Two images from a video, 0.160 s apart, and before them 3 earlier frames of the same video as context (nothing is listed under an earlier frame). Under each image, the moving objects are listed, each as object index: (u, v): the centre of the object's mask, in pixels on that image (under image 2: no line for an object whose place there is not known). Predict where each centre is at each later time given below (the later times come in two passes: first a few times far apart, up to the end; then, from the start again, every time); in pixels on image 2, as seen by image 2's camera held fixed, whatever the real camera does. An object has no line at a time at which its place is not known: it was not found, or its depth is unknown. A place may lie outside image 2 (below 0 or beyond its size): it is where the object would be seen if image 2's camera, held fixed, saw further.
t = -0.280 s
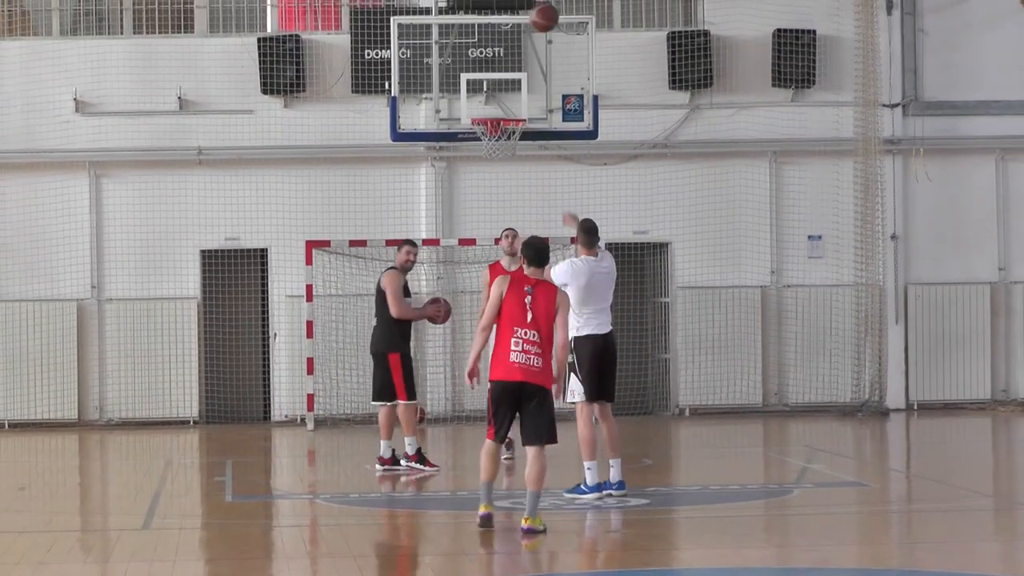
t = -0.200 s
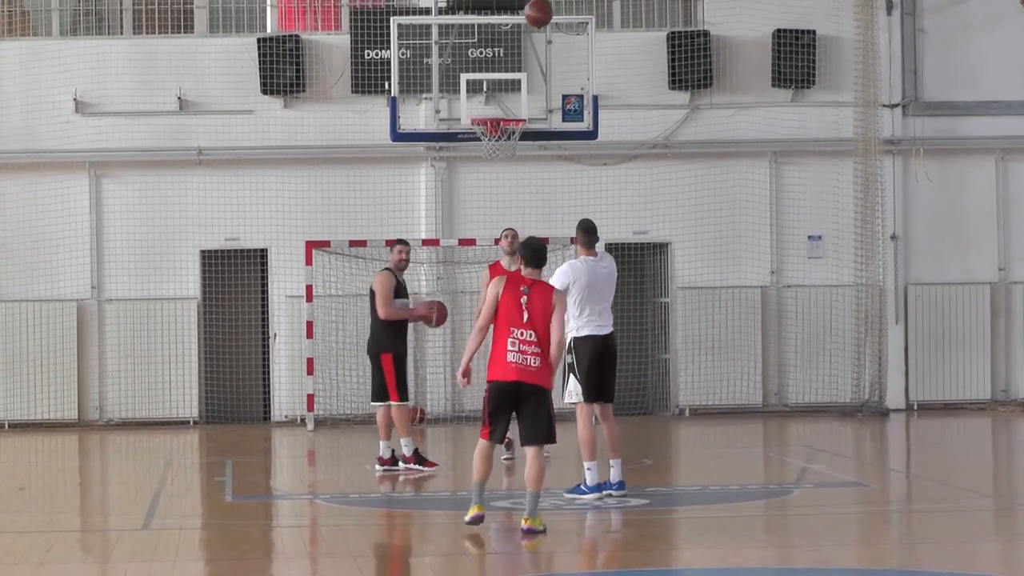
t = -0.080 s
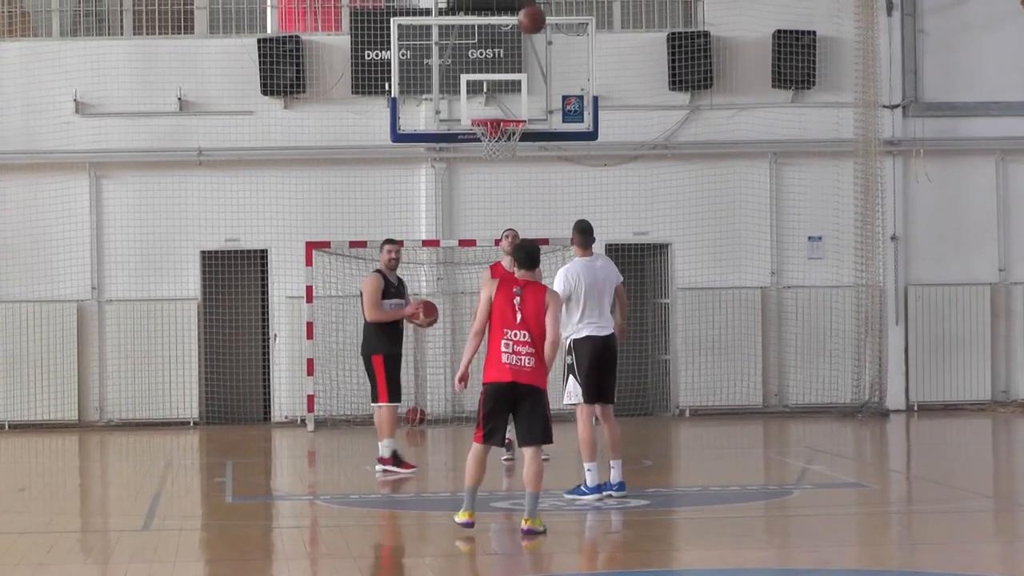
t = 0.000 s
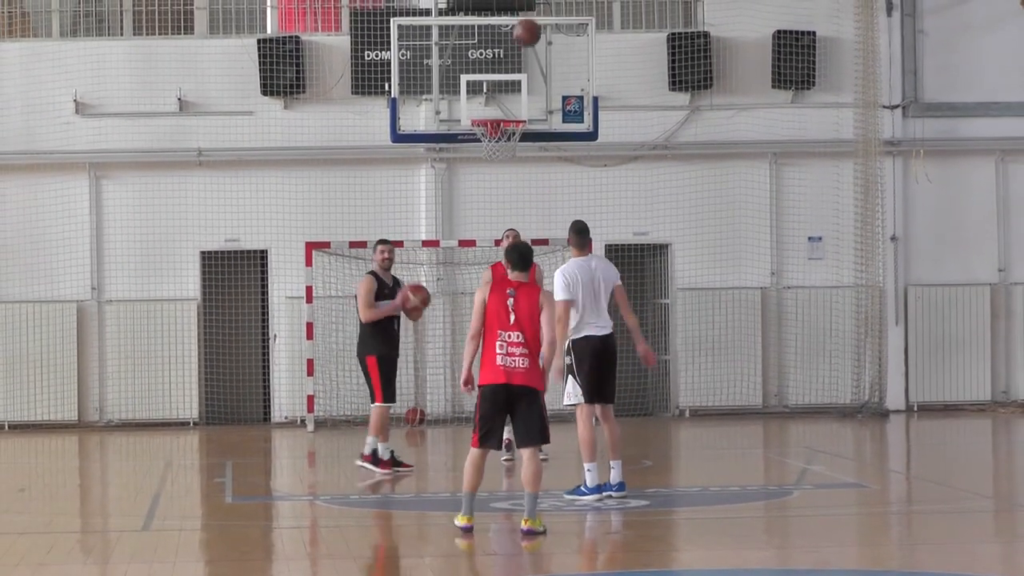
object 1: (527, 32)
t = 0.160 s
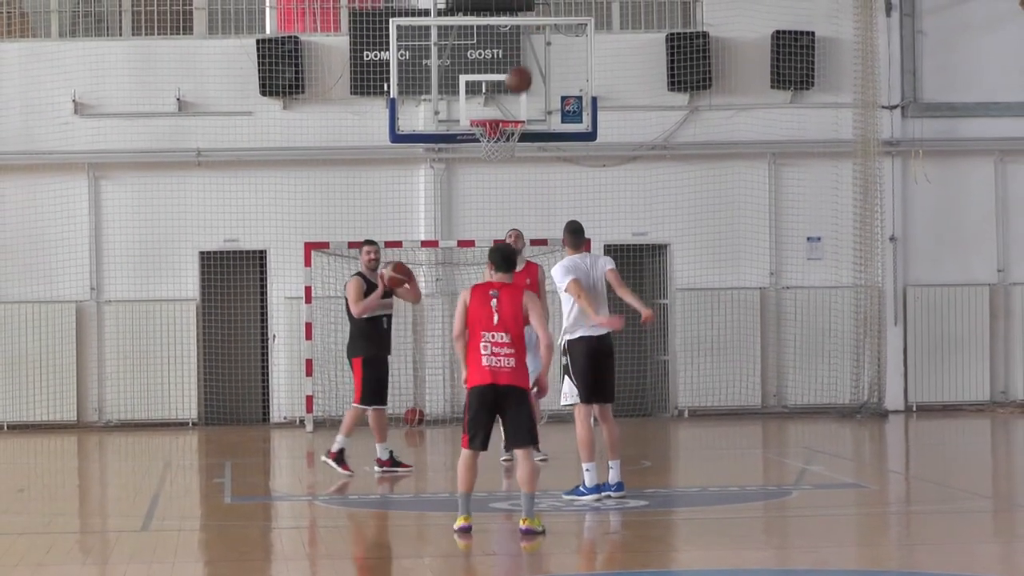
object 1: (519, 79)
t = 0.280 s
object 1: (502, 110)
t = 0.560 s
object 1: (437, 96)
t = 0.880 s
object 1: (366, 177)
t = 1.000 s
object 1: (338, 239)
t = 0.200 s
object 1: (516, 95)
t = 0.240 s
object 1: (514, 111)
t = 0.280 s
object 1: (502, 110)
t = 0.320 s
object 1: (490, 109)
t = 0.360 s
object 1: (482, 104)
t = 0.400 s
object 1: (473, 99)
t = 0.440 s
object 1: (462, 97)
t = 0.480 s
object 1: (455, 94)
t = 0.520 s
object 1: (446, 94)
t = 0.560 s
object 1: (437, 96)
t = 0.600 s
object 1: (429, 101)
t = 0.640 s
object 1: (420, 107)
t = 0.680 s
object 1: (410, 113)
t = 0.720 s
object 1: (401, 122)
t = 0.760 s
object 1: (391, 133)
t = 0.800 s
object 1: (383, 147)
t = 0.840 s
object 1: (374, 161)
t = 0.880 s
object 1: (366, 177)
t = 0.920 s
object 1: (356, 196)
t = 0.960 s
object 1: (347, 216)
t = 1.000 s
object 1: (338, 239)
